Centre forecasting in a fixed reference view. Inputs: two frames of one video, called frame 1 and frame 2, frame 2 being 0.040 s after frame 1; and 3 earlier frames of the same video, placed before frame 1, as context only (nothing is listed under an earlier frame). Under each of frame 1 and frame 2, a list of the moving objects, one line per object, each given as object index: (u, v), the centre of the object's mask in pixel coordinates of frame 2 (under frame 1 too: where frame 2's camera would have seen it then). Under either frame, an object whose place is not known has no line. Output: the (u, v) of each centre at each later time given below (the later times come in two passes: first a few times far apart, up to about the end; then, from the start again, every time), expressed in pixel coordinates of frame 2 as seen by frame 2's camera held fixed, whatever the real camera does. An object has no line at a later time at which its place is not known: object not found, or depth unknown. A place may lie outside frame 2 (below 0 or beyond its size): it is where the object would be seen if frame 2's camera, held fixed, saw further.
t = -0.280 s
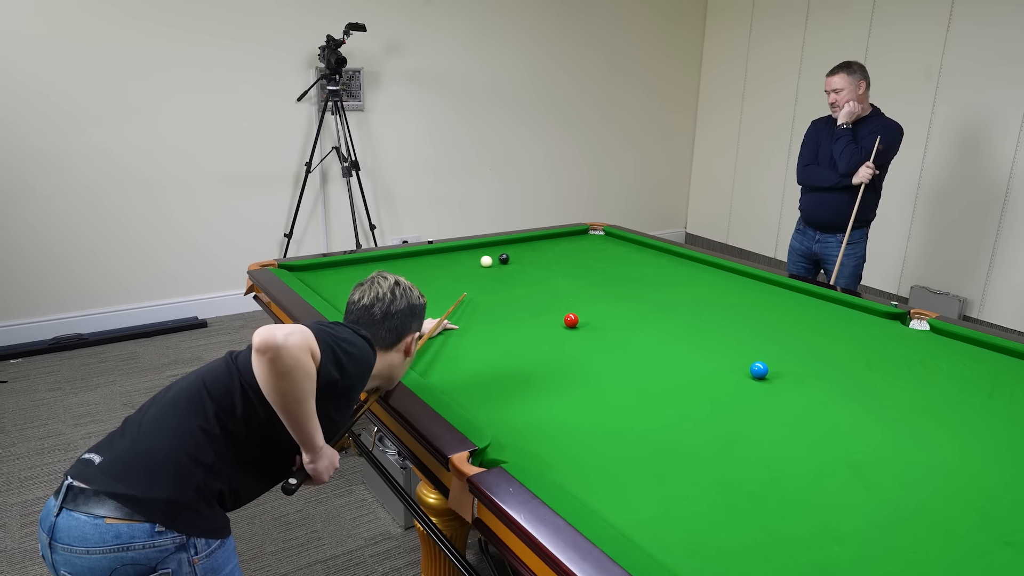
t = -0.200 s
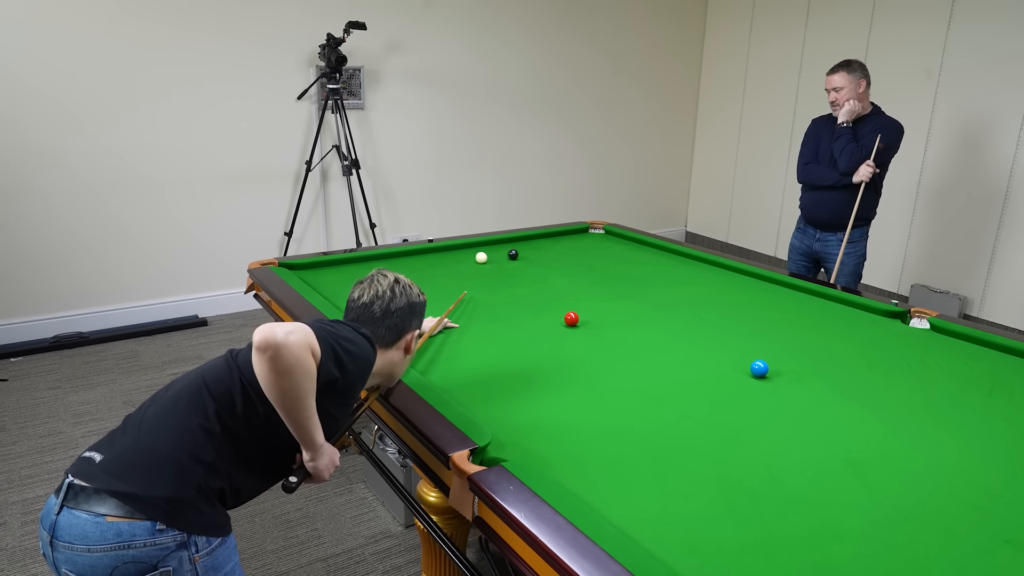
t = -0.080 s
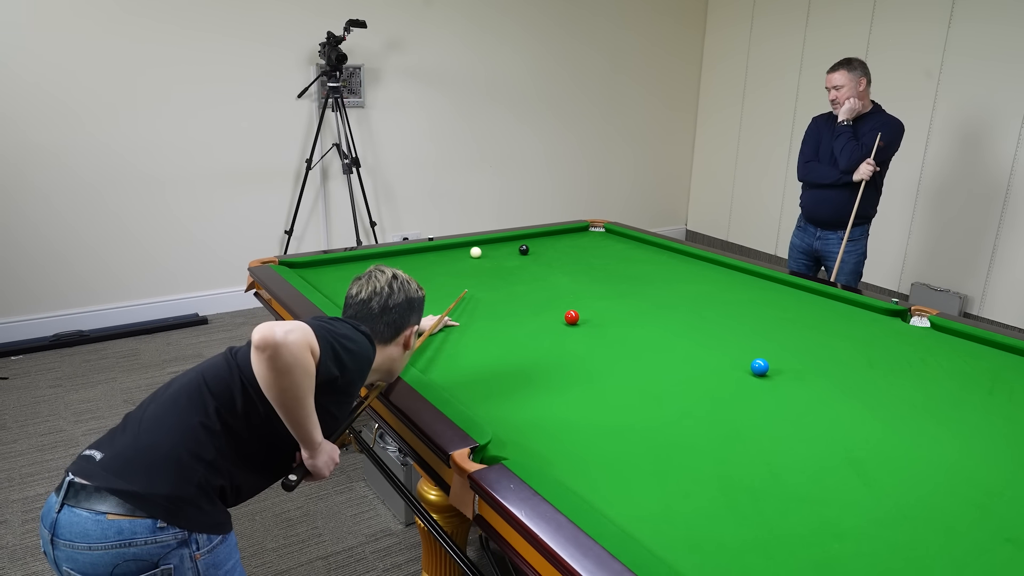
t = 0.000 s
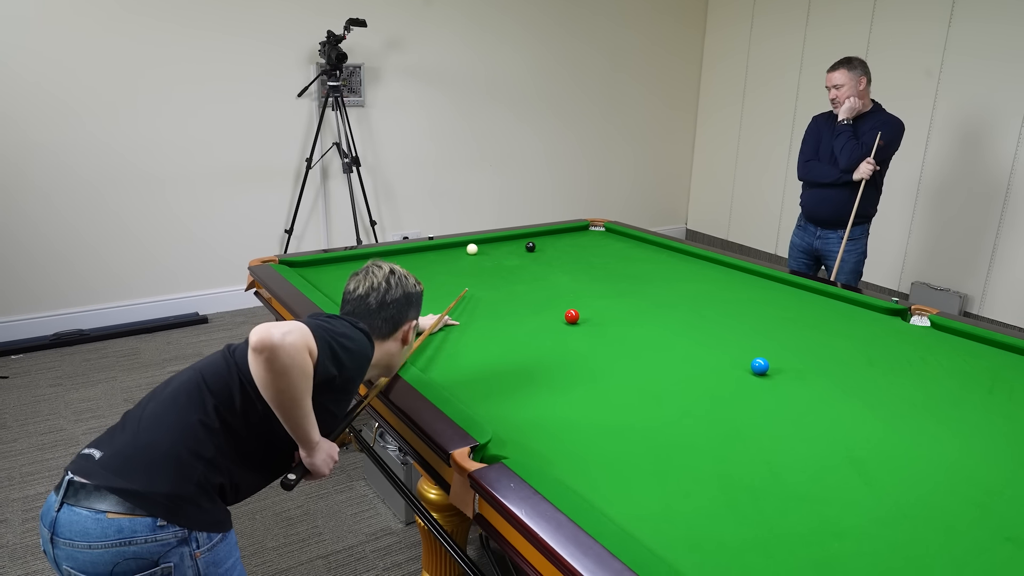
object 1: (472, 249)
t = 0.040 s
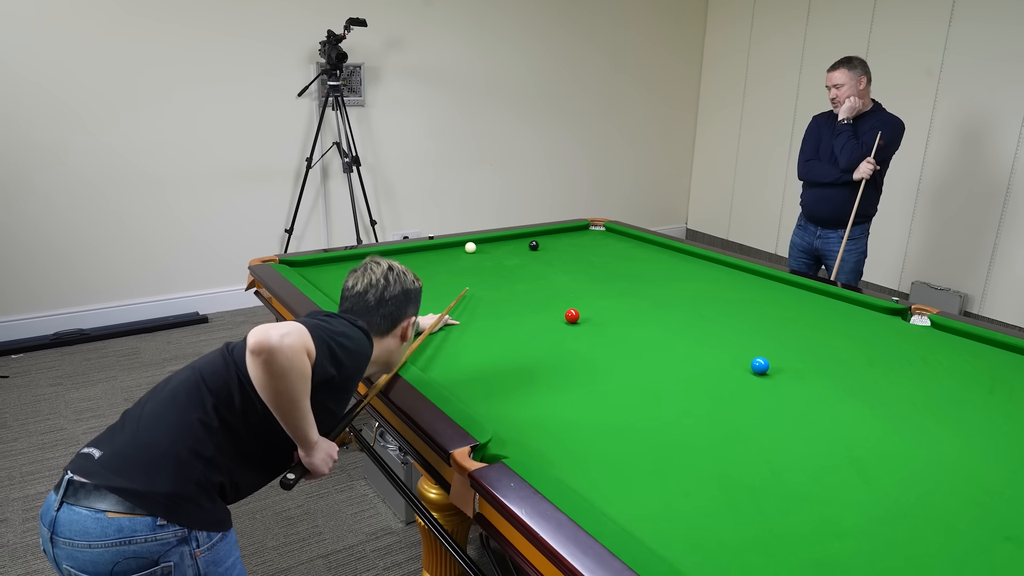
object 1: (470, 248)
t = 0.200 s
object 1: (463, 243)
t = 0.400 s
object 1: (471, 246)
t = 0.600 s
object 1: (479, 249)
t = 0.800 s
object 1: (487, 251)
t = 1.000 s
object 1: (494, 254)
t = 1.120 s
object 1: (499, 255)
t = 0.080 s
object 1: (468, 246)
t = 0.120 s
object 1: (467, 245)
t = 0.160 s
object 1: (465, 244)
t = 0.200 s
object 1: (463, 243)
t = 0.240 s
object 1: (464, 243)
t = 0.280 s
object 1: (466, 244)
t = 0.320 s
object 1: (468, 245)
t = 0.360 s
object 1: (469, 245)
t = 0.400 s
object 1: (471, 246)
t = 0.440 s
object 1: (473, 246)
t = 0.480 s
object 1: (474, 247)
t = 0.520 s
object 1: (476, 247)
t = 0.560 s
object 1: (477, 248)
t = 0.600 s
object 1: (479, 249)
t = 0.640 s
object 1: (481, 249)
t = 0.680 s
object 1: (482, 250)
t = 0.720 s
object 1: (484, 250)
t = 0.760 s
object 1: (485, 251)
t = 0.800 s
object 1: (487, 251)
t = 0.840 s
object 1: (488, 252)
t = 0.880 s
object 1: (490, 252)
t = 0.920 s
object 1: (491, 253)
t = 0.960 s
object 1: (493, 253)
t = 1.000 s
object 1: (494, 254)
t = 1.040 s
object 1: (496, 254)
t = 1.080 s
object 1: (497, 255)
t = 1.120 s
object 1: (499, 255)
